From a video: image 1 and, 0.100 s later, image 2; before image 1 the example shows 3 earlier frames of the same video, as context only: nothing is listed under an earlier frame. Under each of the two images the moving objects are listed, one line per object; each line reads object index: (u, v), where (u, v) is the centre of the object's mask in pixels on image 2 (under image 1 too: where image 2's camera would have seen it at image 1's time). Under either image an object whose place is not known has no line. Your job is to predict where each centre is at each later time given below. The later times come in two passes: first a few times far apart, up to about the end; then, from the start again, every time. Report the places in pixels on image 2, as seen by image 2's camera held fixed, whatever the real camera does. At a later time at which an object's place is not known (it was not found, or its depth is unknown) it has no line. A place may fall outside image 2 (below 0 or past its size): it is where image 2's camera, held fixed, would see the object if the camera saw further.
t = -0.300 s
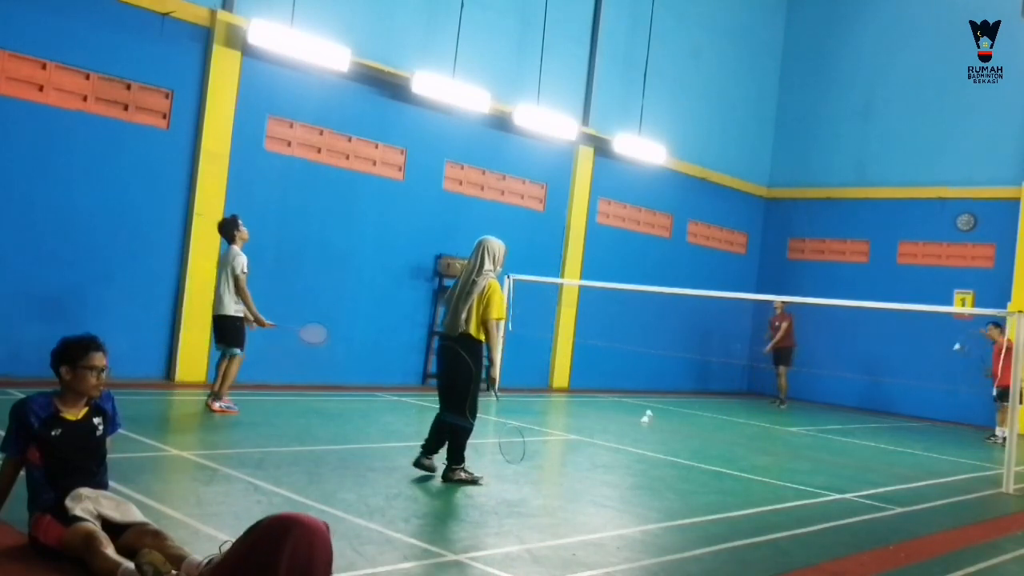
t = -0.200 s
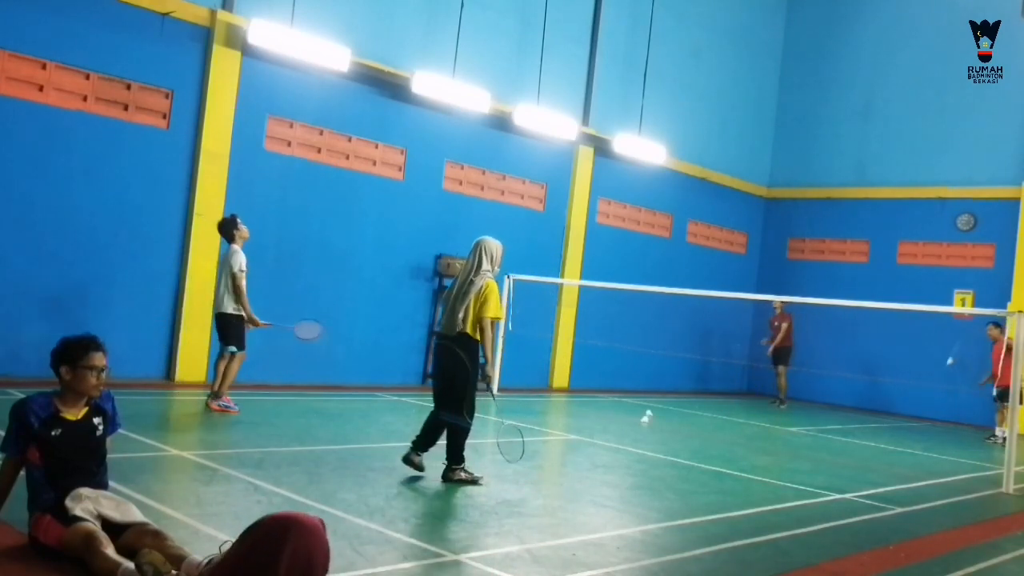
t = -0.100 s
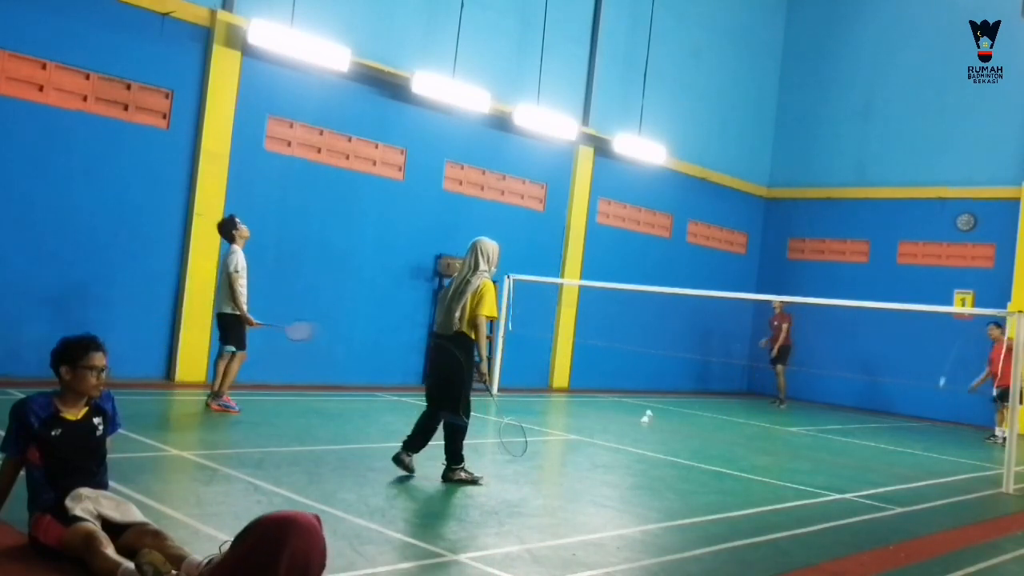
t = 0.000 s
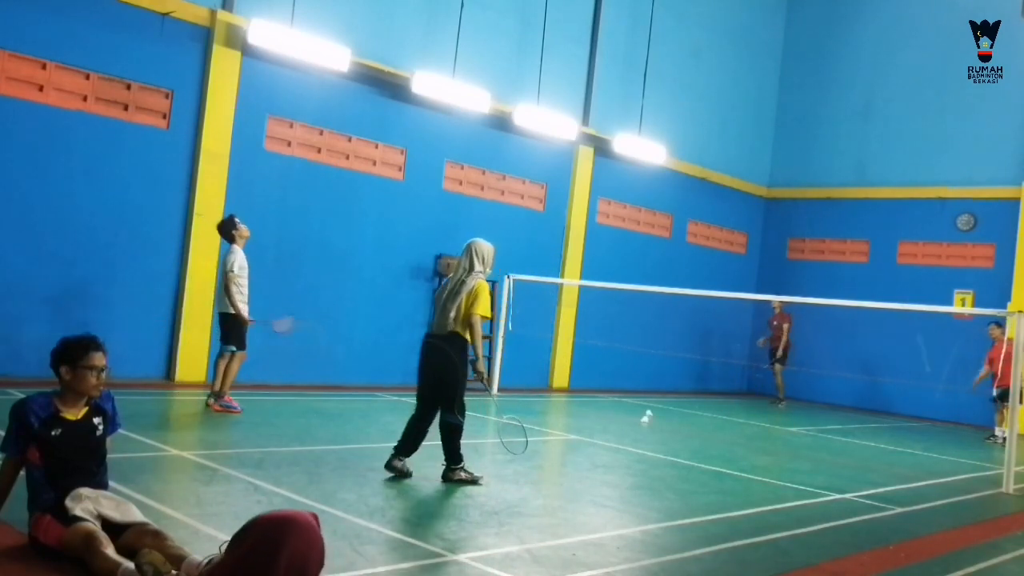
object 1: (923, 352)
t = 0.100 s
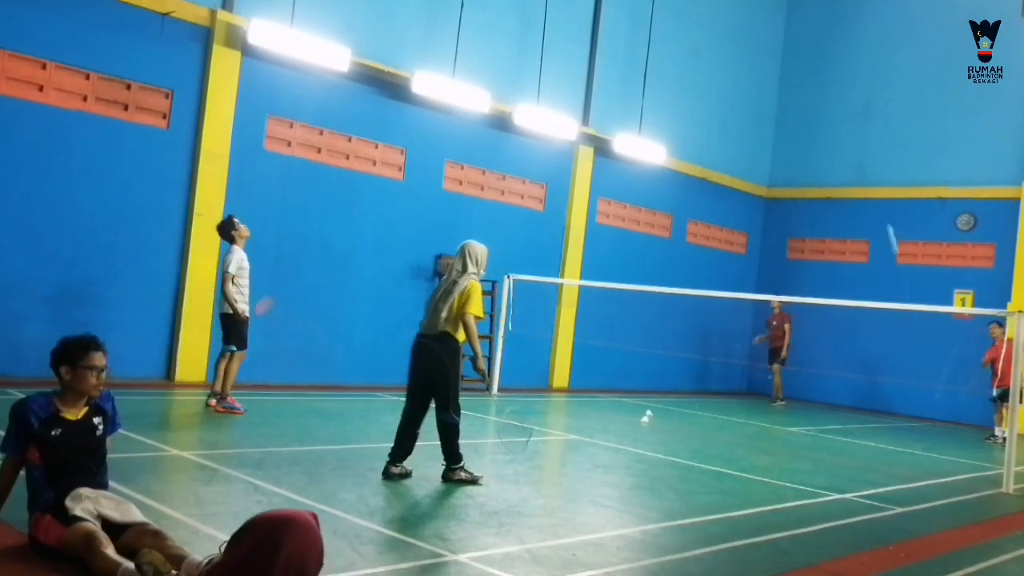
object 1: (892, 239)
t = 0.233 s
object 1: (858, 135)
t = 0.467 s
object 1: (805, 20)
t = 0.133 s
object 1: (884, 210)
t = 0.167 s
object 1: (875, 181)
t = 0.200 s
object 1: (866, 158)
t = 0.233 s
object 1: (858, 135)
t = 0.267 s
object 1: (850, 114)
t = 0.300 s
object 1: (843, 95)
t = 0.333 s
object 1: (835, 77)
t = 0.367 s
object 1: (827, 61)
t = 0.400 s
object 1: (819, 46)
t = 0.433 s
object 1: (812, 33)
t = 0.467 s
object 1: (805, 20)
